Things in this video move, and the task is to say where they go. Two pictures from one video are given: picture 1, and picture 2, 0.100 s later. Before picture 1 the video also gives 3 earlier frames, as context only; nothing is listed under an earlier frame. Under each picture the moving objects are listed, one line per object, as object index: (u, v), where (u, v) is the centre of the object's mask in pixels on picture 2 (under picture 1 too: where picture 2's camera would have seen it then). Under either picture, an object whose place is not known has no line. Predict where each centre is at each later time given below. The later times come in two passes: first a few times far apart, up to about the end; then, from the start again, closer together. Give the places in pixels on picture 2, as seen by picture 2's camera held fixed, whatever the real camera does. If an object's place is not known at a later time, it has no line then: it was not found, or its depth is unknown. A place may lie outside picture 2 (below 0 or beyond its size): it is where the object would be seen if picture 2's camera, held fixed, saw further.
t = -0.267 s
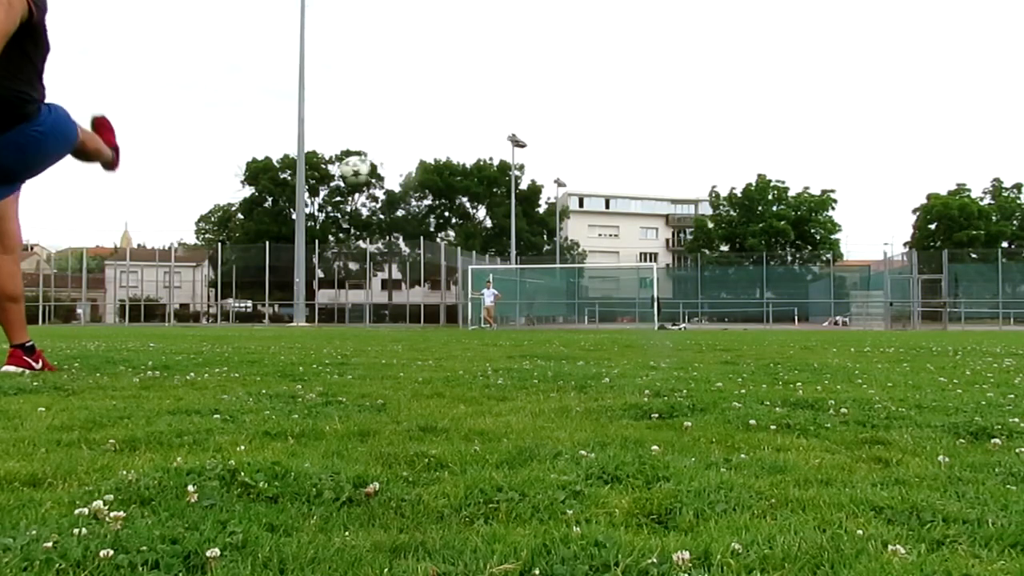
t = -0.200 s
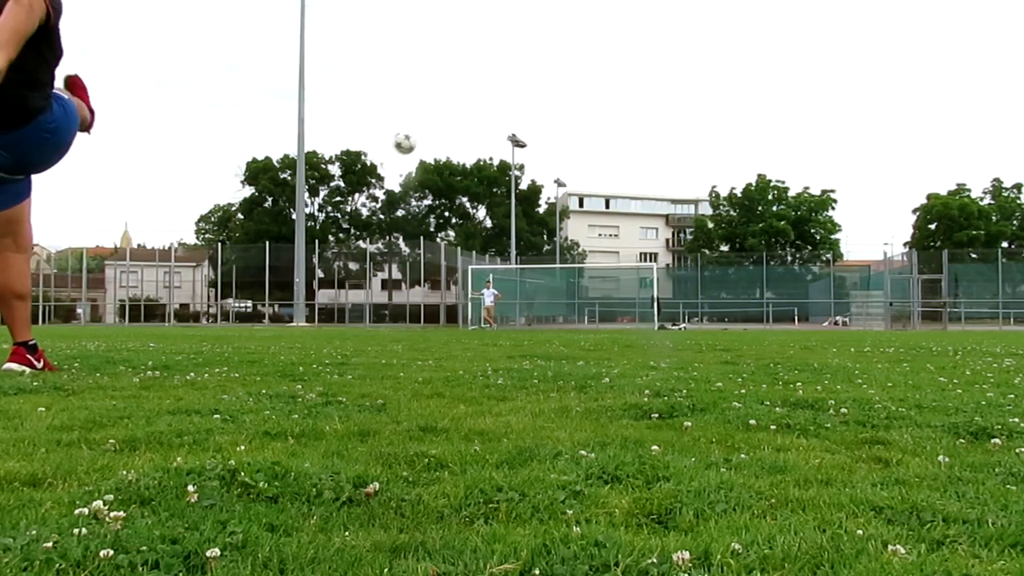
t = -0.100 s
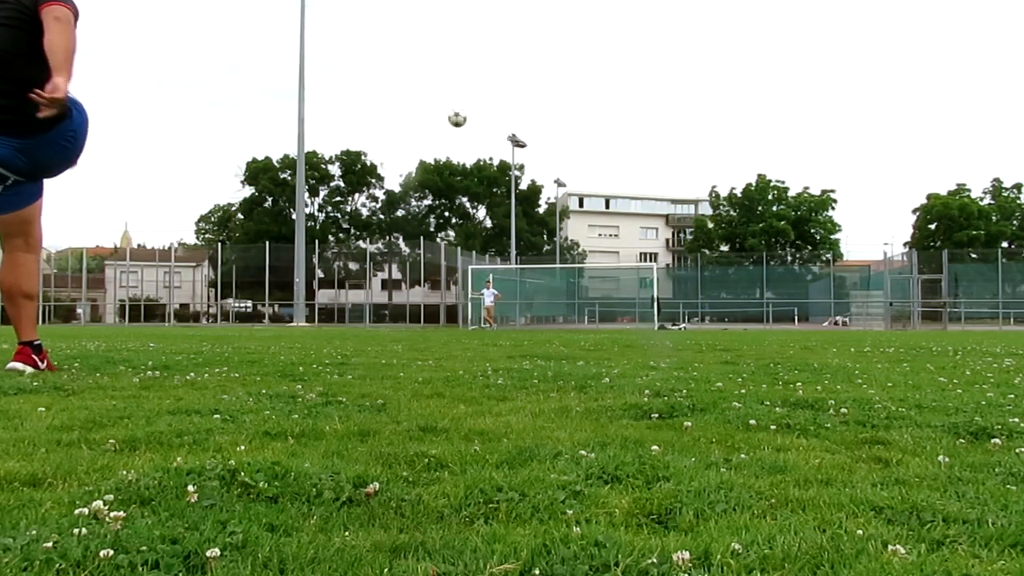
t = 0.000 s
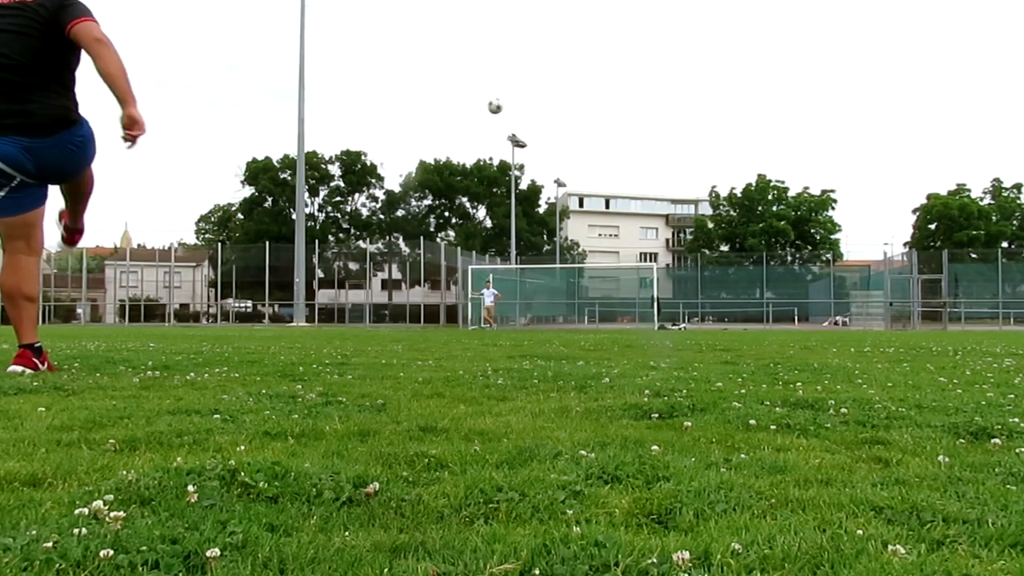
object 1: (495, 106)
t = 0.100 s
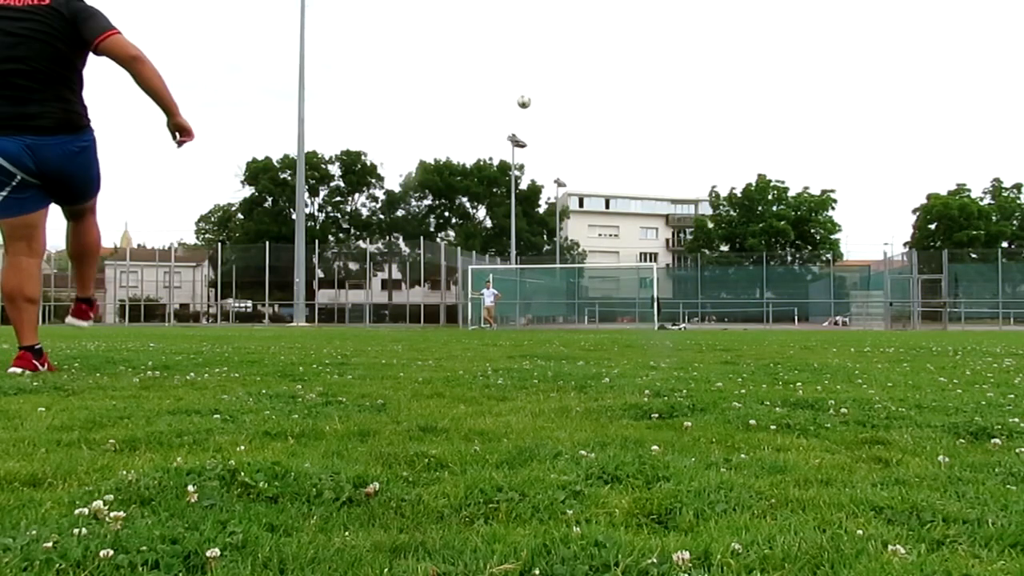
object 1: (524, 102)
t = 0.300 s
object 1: (566, 107)
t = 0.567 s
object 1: (605, 132)
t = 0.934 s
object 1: (644, 184)
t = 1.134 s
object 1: (662, 217)
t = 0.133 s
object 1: (532, 102)
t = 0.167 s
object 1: (539, 102)
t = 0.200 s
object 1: (546, 104)
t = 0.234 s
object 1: (553, 104)
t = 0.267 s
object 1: (559, 106)
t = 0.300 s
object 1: (566, 107)
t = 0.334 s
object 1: (571, 110)
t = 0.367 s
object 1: (577, 112)
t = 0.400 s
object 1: (582, 116)
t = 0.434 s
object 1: (587, 118)
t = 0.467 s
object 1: (591, 122)
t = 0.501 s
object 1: (596, 125)
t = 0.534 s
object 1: (600, 128)
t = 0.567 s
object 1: (605, 132)
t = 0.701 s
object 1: (620, 149)
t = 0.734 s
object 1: (624, 154)
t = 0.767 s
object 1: (628, 159)
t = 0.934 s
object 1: (644, 184)
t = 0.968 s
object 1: (647, 189)
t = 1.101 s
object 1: (659, 211)
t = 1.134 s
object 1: (662, 217)
